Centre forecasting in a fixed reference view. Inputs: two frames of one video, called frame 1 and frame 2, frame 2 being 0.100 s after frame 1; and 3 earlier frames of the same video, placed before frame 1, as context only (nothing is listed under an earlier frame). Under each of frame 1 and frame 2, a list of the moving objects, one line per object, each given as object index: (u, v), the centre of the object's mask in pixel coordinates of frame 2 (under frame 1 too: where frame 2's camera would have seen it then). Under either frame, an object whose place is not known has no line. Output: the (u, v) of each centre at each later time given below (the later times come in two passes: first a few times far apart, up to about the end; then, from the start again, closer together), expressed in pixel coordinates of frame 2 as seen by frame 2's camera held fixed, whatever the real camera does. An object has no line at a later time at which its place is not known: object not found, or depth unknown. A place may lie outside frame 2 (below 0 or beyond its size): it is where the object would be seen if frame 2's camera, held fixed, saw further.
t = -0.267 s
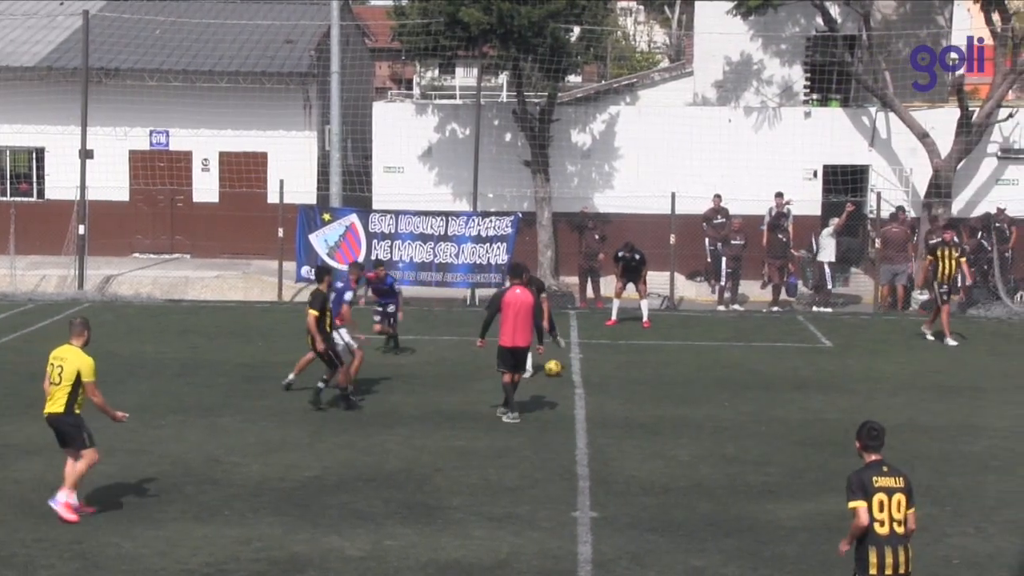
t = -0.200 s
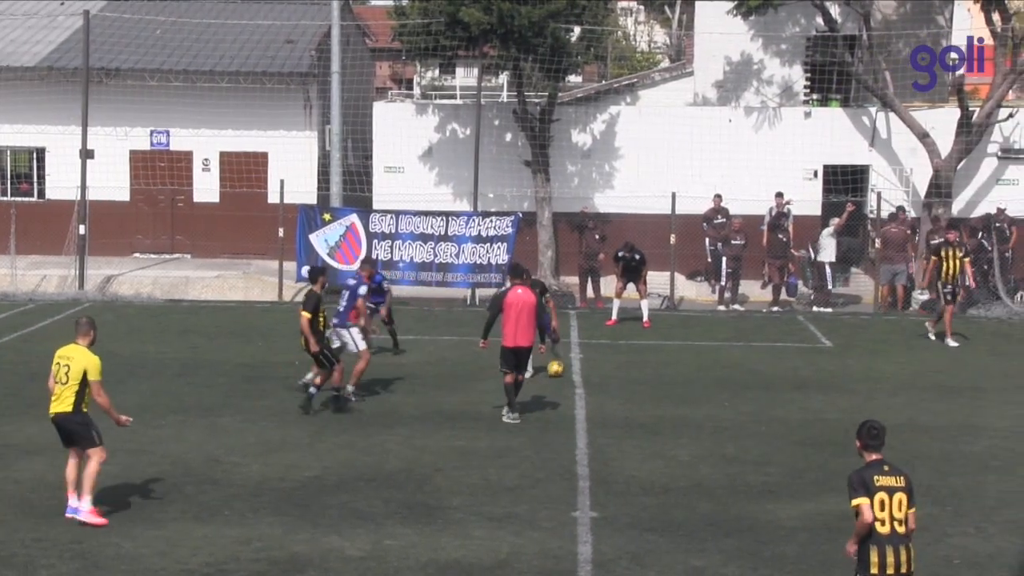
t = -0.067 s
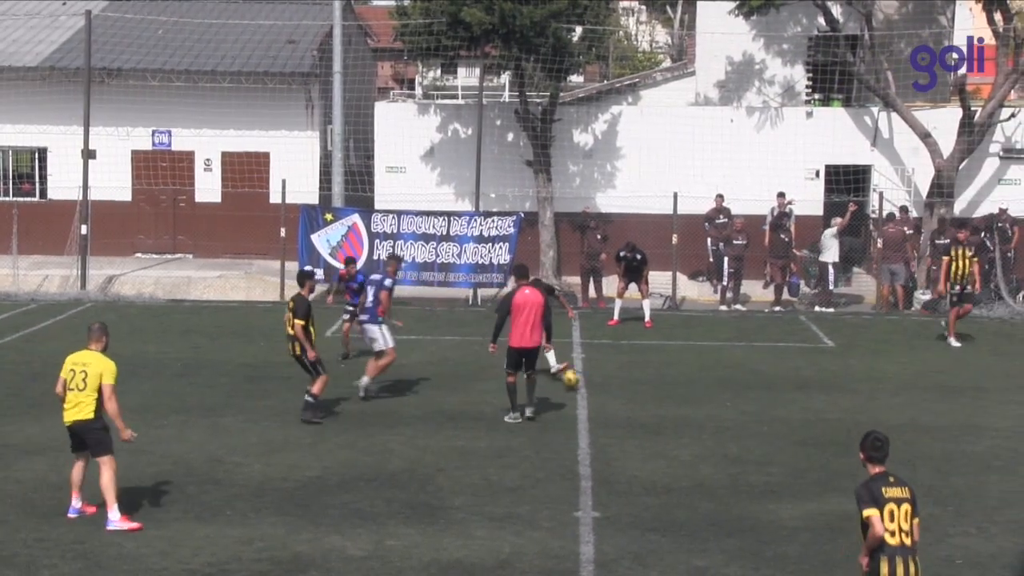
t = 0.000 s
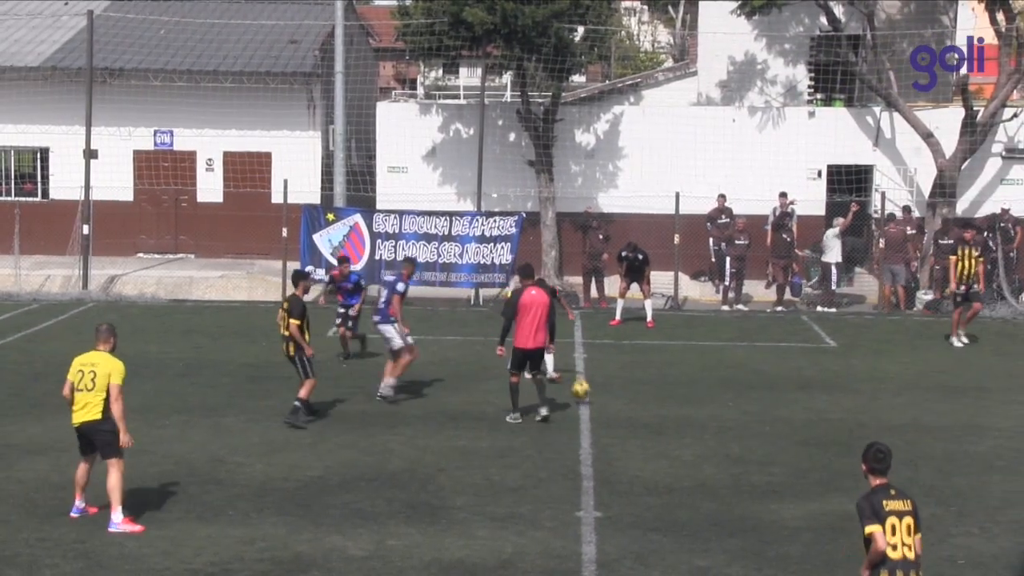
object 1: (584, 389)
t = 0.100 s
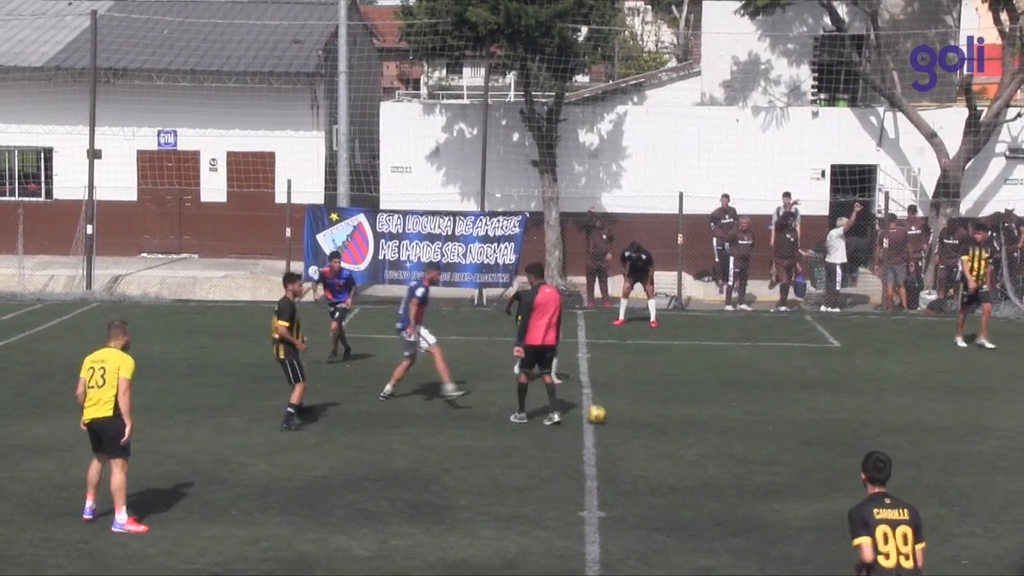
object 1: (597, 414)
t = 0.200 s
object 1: (604, 425)
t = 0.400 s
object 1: (619, 472)
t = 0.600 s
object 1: (630, 509)
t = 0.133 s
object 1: (599, 417)
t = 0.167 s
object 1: (602, 420)
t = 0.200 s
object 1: (604, 425)
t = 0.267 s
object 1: (610, 436)
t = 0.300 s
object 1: (613, 446)
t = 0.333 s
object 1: (615, 455)
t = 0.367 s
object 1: (618, 467)
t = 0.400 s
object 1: (619, 472)
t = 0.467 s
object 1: (623, 477)
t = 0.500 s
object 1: (625, 484)
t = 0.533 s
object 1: (626, 490)
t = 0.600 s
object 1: (630, 509)
